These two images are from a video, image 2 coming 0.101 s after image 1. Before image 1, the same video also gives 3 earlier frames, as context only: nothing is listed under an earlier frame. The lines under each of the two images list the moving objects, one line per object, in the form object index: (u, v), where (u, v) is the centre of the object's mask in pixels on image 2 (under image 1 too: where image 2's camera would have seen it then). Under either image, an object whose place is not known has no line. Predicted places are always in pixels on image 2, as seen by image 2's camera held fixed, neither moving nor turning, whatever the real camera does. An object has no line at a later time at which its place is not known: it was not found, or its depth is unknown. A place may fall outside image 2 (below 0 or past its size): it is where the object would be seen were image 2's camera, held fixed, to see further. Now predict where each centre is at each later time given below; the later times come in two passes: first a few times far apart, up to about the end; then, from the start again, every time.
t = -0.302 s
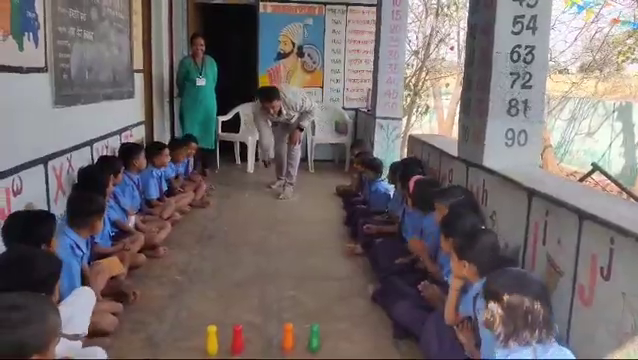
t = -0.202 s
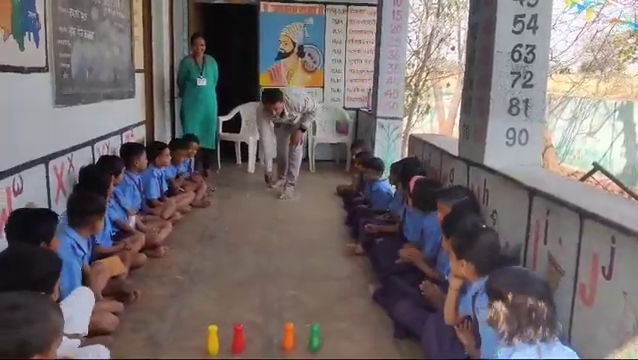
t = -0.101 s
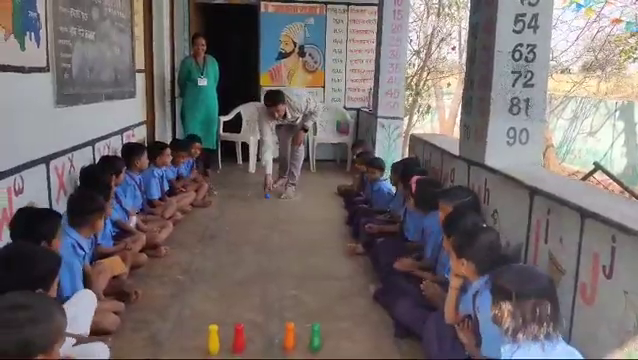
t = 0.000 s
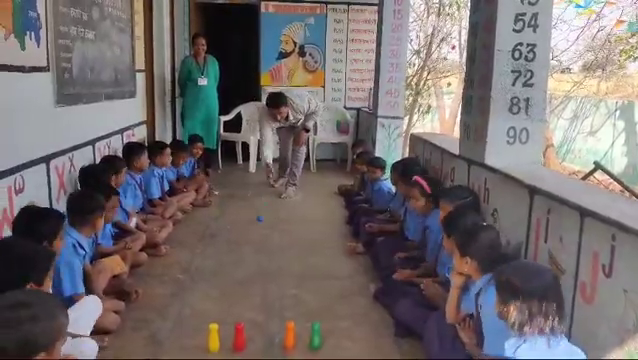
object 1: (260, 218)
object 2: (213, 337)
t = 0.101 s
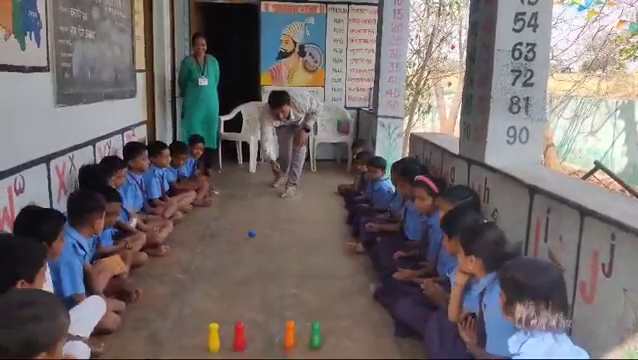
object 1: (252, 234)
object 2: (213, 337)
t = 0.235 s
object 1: (236, 275)
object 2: (213, 338)
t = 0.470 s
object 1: (195, 353)
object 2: (217, 347)
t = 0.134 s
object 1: (248, 239)
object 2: (213, 337)
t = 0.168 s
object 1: (245, 248)
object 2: (213, 337)
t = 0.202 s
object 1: (241, 260)
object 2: (213, 338)
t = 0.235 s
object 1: (236, 275)
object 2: (213, 338)
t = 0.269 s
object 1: (232, 284)
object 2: (213, 338)
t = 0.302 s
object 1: (228, 295)
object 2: (213, 338)
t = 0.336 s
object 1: (223, 309)
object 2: (213, 338)
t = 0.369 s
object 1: (218, 321)
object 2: (213, 338)
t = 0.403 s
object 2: (214, 337)
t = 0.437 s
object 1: (201, 345)
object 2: (215, 340)
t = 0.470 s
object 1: (195, 353)
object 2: (217, 347)
